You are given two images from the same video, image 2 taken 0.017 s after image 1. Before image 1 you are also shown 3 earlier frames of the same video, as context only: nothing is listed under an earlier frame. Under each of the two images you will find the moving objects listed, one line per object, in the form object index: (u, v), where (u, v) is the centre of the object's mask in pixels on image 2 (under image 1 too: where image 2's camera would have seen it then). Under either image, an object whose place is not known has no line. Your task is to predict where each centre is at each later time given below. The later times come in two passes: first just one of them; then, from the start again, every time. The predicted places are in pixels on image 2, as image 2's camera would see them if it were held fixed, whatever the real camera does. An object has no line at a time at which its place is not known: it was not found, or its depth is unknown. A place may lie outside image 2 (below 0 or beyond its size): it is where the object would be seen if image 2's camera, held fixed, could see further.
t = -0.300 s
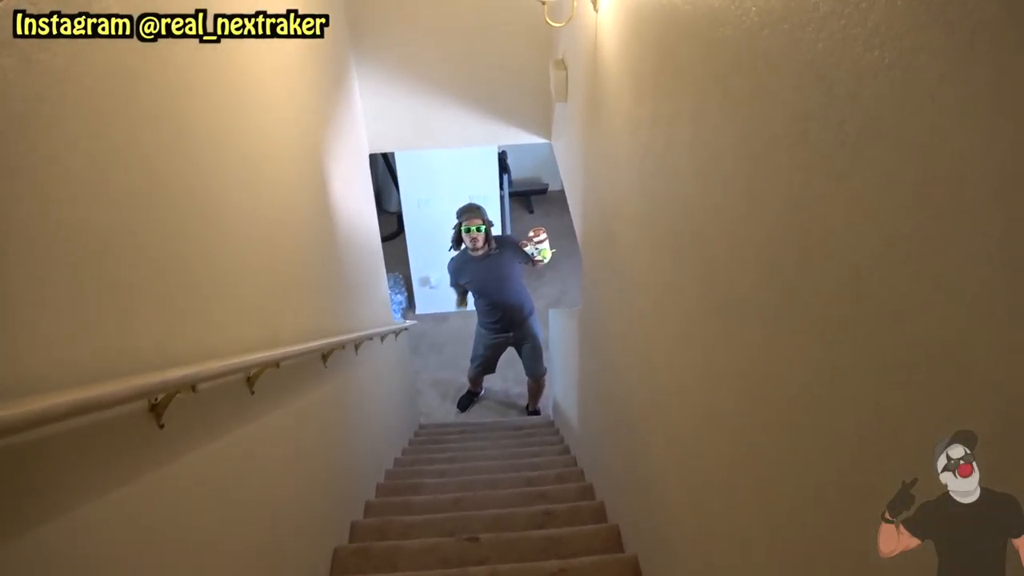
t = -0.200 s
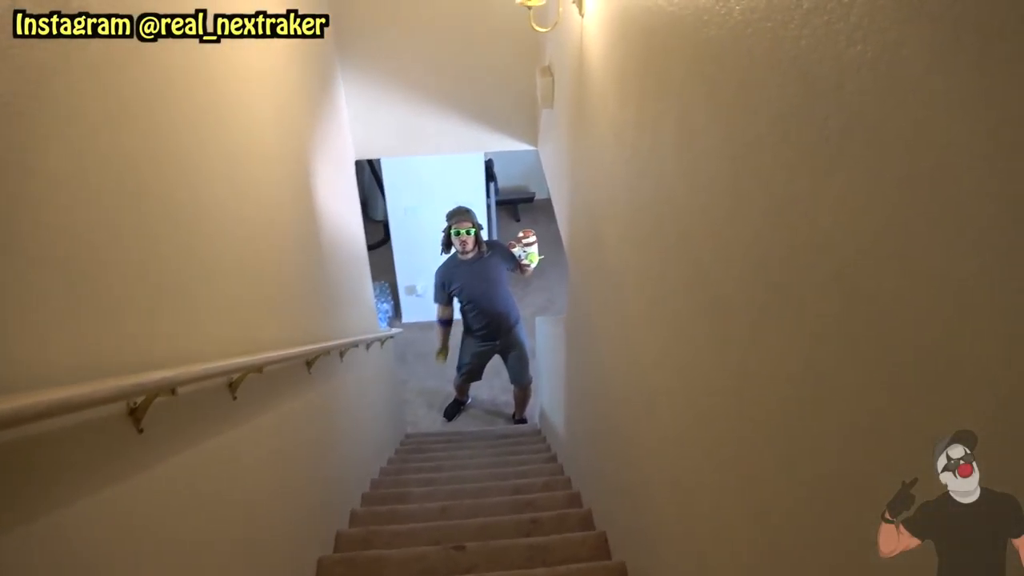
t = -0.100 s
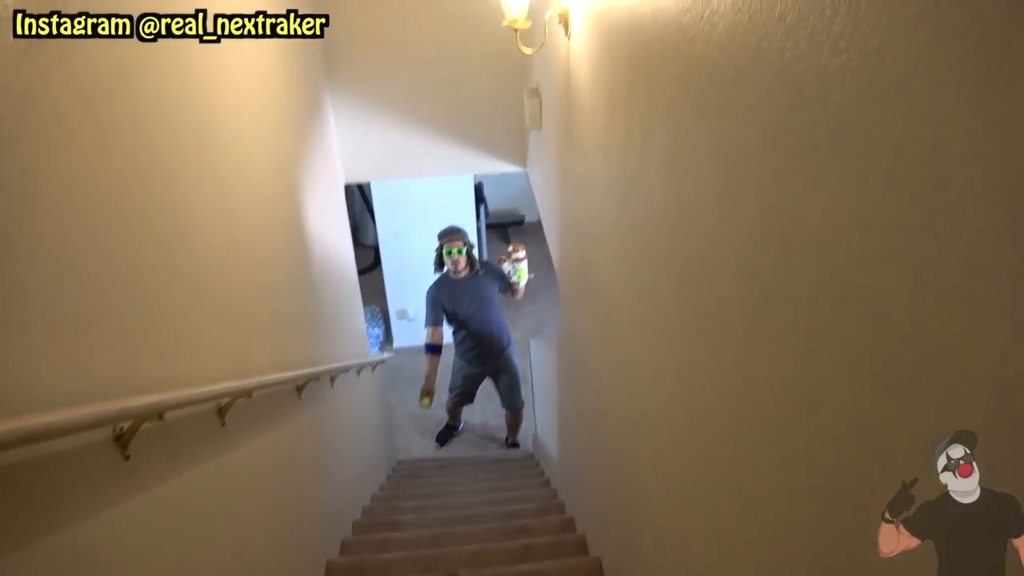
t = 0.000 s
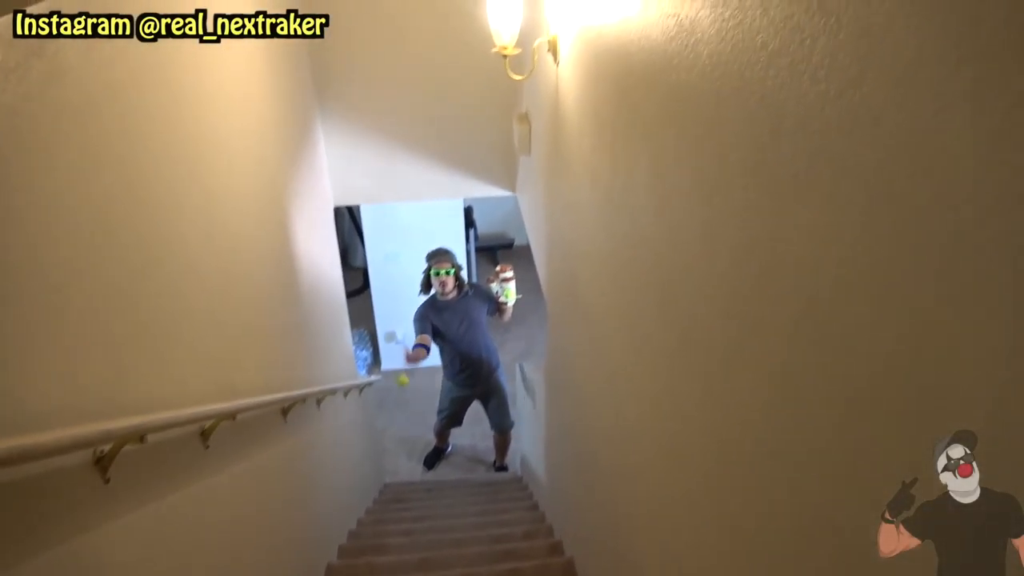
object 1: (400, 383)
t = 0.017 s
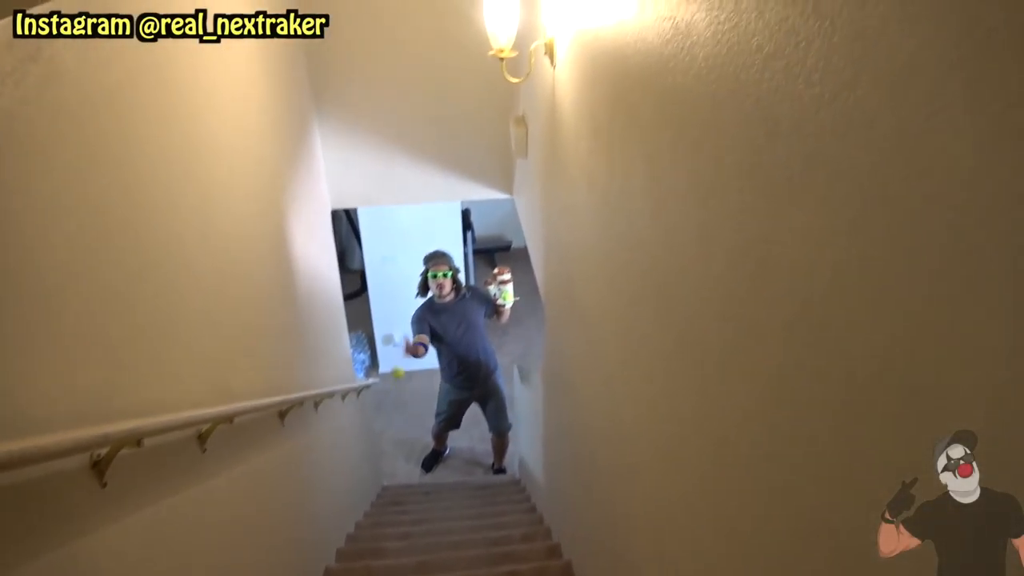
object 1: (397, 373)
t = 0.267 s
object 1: (354, 207)
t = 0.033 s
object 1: (395, 363)
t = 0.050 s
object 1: (393, 353)
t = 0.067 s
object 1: (390, 341)
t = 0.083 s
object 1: (388, 333)
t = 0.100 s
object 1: (385, 321)
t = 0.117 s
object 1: (382, 310)
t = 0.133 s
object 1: (380, 299)
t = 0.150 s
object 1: (377, 288)
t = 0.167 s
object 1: (374, 277)
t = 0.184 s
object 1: (371, 266)
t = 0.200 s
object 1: (368, 254)
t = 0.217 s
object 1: (365, 242)
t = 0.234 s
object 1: (361, 231)
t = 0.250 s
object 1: (357, 218)
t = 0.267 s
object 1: (354, 207)
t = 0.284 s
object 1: (350, 195)
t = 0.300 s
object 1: (346, 184)
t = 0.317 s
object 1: (341, 171)
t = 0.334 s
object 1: (336, 160)
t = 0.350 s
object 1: (332, 148)
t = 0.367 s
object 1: (327, 135)
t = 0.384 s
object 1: (322, 123)
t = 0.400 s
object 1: (315, 110)
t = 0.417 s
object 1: (309, 98)
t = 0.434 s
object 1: (302, 86)
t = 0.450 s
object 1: (295, 74)
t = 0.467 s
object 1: (288, 62)
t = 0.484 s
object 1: (279, 51)
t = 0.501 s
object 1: (269, 39)
